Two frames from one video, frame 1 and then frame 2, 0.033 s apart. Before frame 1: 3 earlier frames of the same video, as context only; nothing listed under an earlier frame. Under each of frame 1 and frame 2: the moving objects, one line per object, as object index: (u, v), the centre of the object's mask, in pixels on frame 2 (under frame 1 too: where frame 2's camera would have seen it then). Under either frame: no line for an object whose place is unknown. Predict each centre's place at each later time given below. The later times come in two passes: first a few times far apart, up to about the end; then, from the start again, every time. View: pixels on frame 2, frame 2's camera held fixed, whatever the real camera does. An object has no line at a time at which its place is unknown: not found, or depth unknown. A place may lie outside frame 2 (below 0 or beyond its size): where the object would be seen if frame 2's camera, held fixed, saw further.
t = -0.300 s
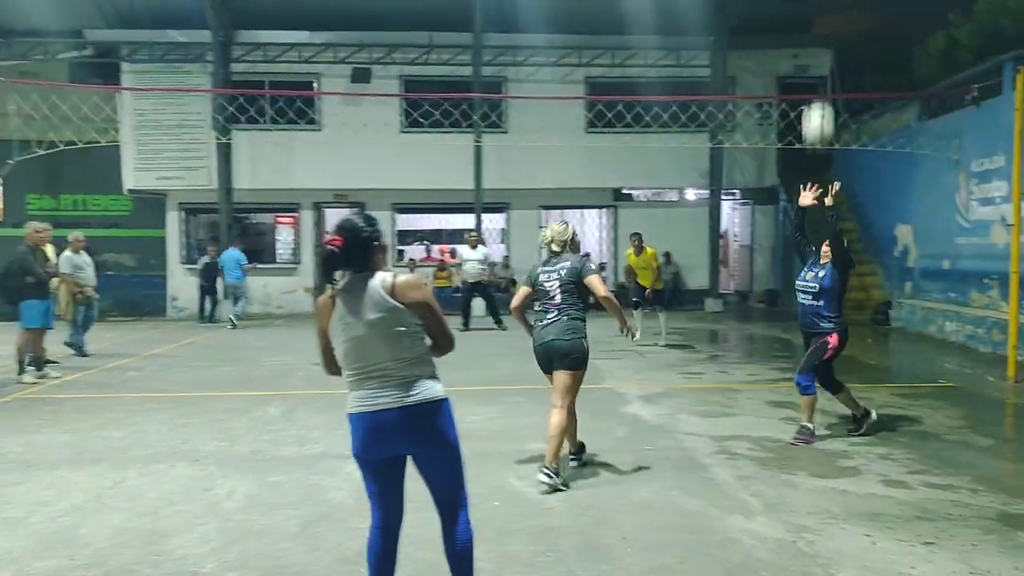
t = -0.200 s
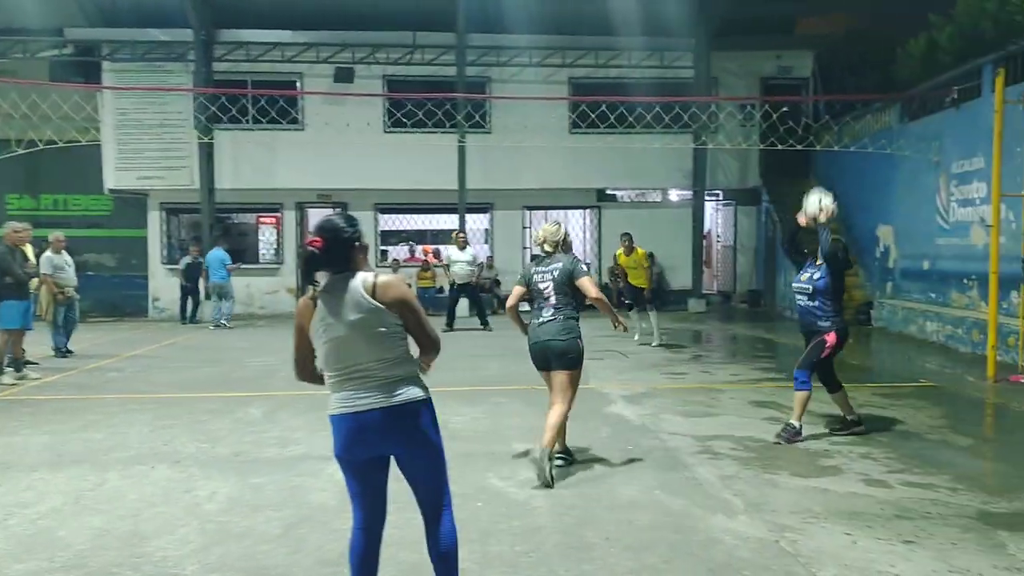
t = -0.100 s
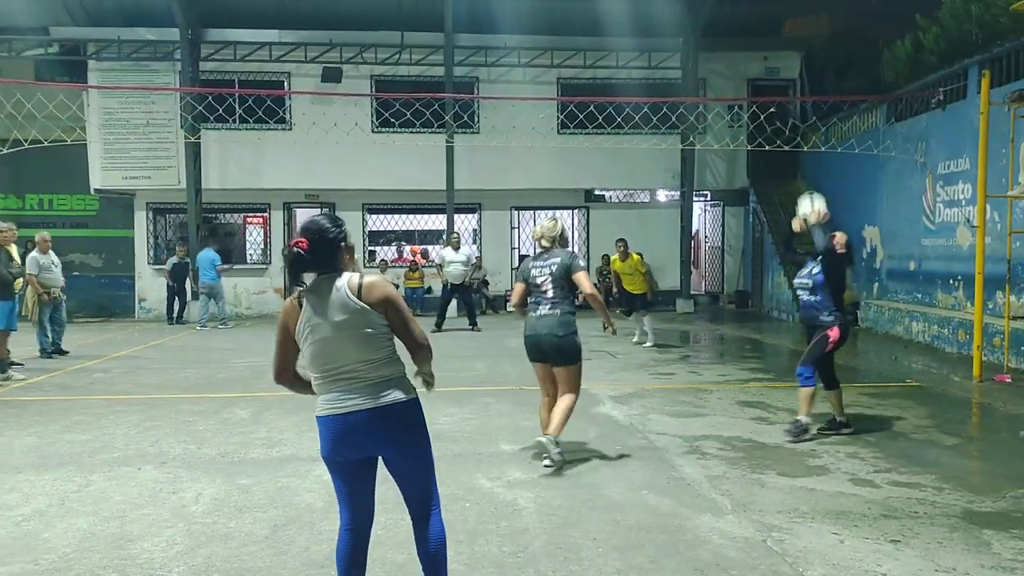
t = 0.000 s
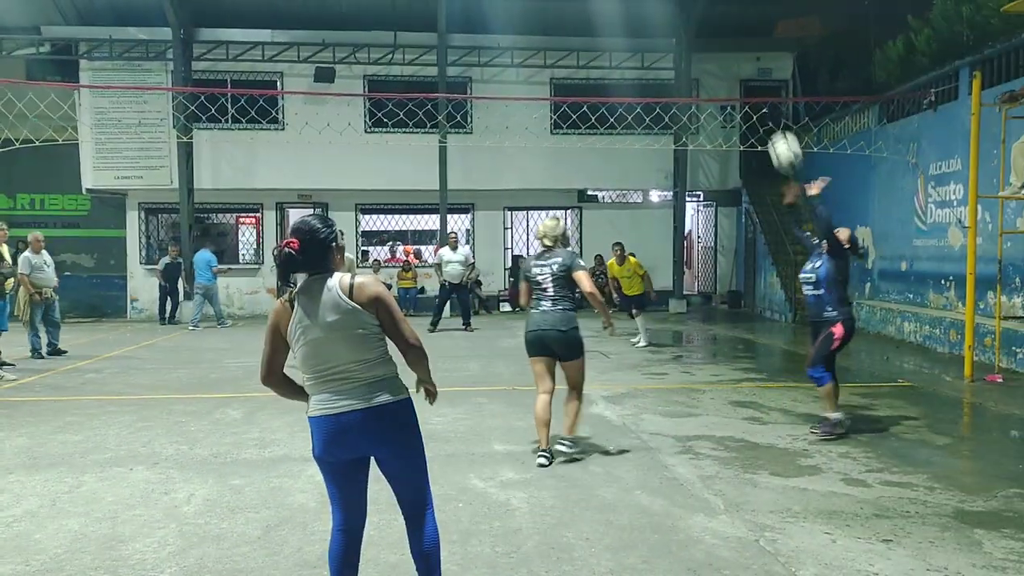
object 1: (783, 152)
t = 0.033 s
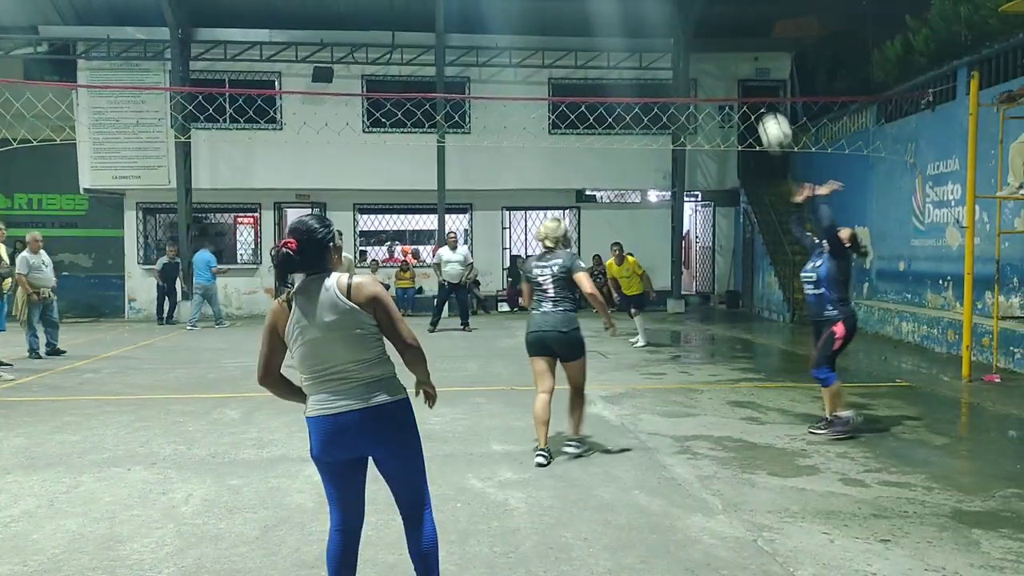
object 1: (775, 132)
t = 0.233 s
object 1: (727, 51)
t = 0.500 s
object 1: (663, 28)
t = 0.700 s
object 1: (615, 71)
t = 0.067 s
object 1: (767, 115)
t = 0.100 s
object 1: (759, 99)
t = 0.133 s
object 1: (751, 85)
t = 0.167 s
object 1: (743, 71)
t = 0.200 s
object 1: (735, 61)
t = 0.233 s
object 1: (727, 51)
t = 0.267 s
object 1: (719, 44)
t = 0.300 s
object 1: (711, 38)
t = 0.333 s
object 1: (703, 32)
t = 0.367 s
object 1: (695, 29)
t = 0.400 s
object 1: (687, 26)
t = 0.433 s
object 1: (679, 26)
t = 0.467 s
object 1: (671, 26)
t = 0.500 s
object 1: (663, 28)
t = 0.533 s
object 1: (655, 32)
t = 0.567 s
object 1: (647, 36)
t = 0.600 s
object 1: (639, 41)
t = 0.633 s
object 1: (630, 49)
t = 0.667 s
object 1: (622, 58)
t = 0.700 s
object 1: (615, 71)
